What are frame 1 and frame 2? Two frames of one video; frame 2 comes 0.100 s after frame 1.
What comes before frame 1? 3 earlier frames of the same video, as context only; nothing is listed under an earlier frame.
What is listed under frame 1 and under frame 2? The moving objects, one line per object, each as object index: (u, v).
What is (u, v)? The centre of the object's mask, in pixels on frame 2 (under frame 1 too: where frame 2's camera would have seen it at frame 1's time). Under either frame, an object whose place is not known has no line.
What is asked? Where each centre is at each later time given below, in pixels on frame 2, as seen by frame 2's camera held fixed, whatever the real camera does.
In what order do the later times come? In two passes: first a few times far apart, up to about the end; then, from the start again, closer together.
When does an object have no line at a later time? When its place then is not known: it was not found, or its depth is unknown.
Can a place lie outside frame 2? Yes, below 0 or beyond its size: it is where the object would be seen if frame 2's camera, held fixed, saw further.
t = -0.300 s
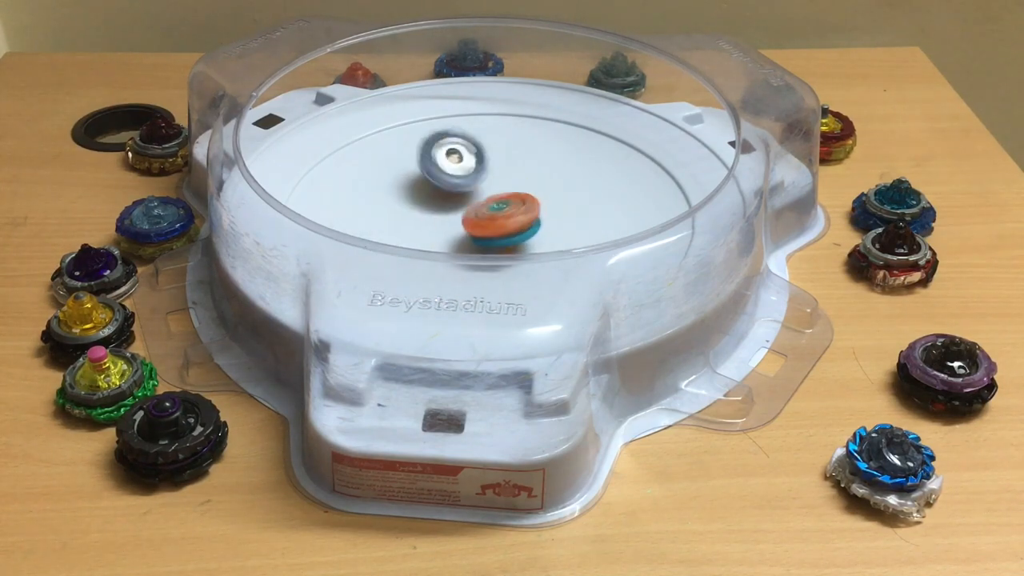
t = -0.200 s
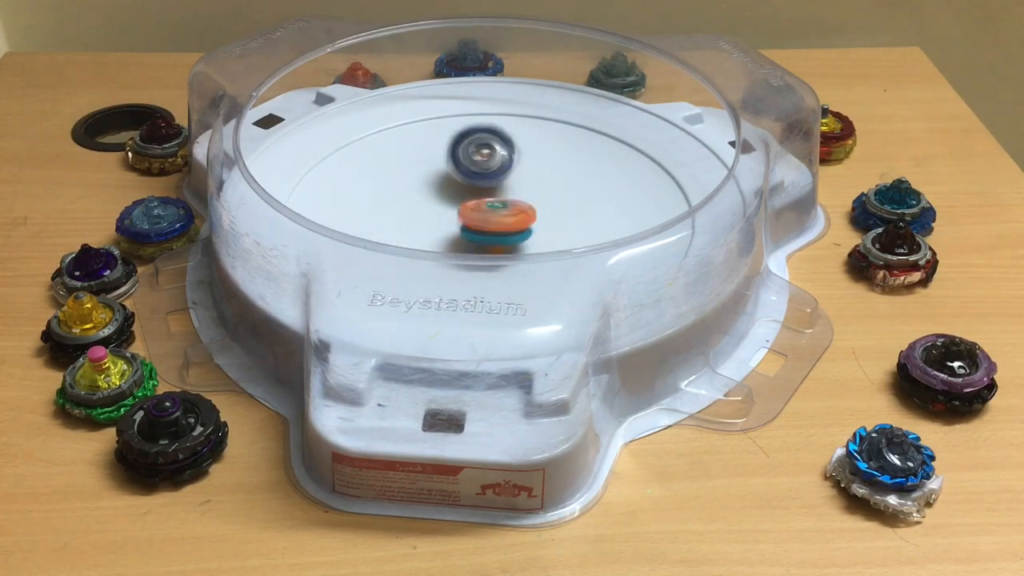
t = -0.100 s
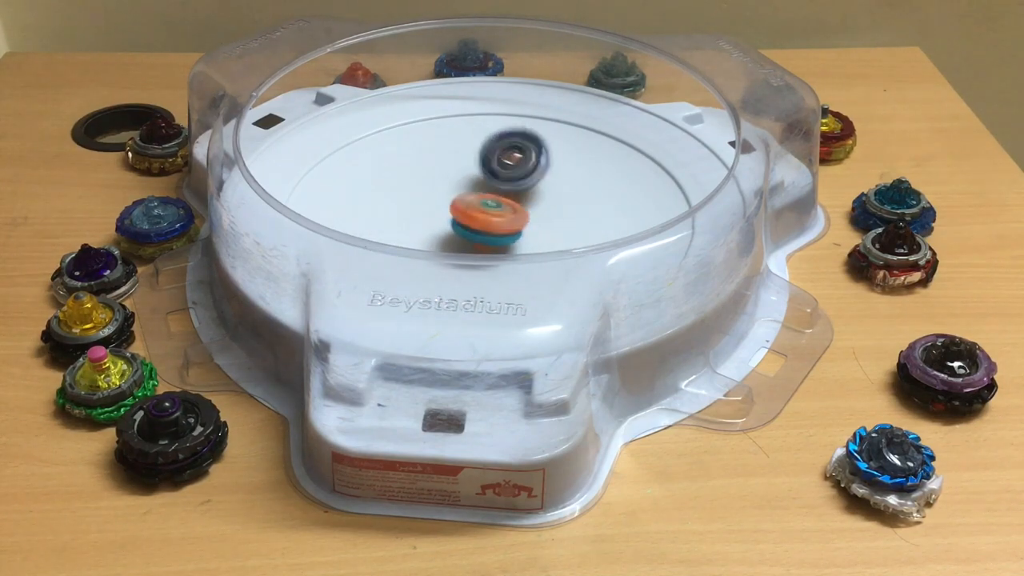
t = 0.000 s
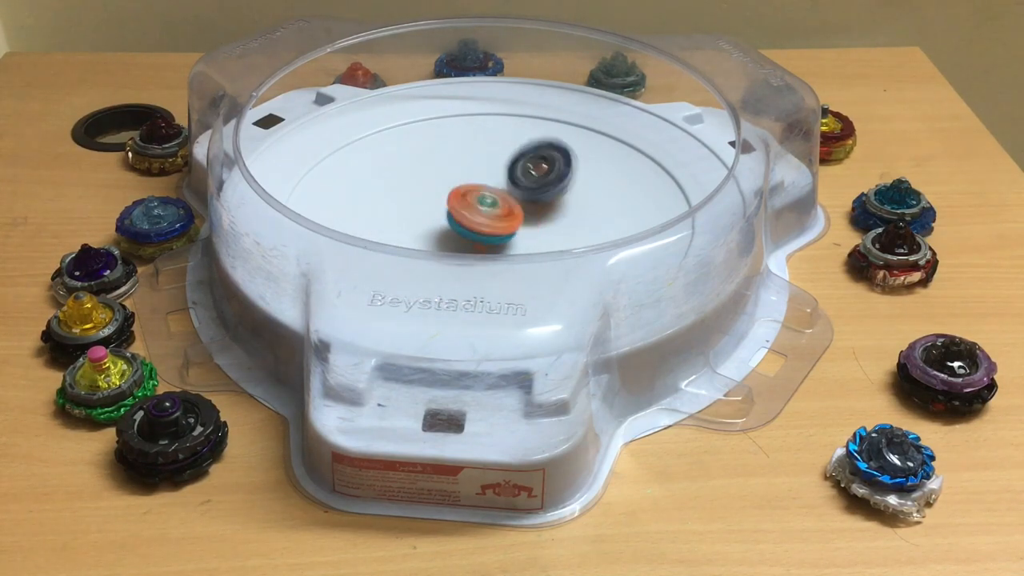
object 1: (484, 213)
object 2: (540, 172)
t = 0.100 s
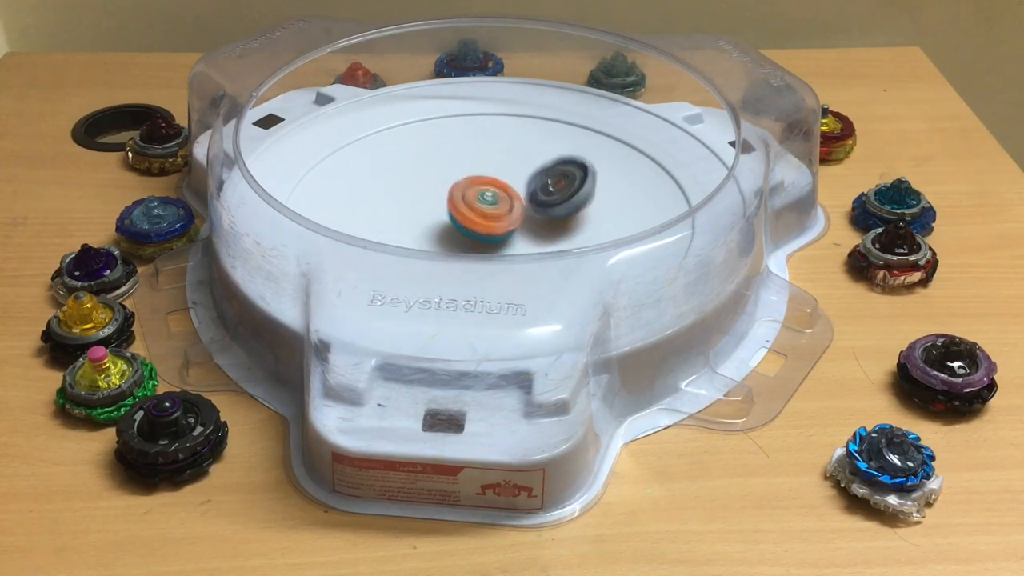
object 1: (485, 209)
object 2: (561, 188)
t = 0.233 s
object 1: (485, 202)
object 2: (574, 216)
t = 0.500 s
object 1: (489, 207)
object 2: (520, 267)
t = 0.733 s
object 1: (482, 207)
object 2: (431, 252)
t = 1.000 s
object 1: (486, 206)
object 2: (395, 205)
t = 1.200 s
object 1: (500, 218)
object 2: (413, 175)
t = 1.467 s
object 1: (478, 225)
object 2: (493, 175)
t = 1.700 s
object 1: (457, 217)
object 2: (545, 205)
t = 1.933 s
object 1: (469, 204)
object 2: (531, 236)
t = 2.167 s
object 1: (493, 206)
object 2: (475, 244)
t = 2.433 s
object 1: (525, 220)
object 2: (428, 226)
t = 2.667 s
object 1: (544, 223)
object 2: (465, 216)
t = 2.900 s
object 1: (538, 223)
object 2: (472, 211)
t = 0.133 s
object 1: (486, 208)
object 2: (565, 193)
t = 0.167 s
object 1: (484, 206)
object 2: (571, 201)
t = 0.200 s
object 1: (483, 204)
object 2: (573, 208)
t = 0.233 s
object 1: (485, 202)
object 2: (574, 216)
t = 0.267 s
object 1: (488, 203)
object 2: (573, 221)
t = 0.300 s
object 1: (490, 205)
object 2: (570, 226)
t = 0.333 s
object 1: (489, 206)
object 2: (565, 231)
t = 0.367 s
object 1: (489, 205)
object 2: (562, 234)
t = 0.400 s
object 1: (490, 205)
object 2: (553, 239)
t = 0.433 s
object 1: (490, 206)
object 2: (542, 262)
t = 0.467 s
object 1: (489, 207)
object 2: (533, 263)
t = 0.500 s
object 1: (489, 207)
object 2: (520, 267)
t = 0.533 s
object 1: (488, 207)
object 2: (509, 267)
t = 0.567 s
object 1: (487, 208)
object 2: (494, 268)
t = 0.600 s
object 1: (486, 208)
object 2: (479, 269)
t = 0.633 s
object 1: (484, 209)
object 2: (464, 267)
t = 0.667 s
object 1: (483, 208)
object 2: (452, 265)
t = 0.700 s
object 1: (482, 208)
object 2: (441, 262)
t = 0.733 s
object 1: (482, 207)
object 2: (431, 252)
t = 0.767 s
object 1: (480, 207)
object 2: (423, 250)
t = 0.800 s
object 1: (479, 206)
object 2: (415, 239)
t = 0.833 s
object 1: (478, 205)
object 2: (412, 229)
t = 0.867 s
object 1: (478, 205)
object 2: (407, 225)
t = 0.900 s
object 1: (479, 205)
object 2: (406, 220)
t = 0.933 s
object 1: (480, 205)
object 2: (403, 216)
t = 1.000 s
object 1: (486, 206)
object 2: (395, 205)
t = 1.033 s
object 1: (492, 208)
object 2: (392, 197)
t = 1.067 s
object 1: (493, 212)
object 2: (393, 192)
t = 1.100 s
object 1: (494, 214)
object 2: (395, 187)
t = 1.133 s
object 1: (497, 215)
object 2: (400, 182)
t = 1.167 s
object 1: (500, 217)
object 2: (406, 178)
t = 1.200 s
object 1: (500, 218)
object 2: (413, 175)
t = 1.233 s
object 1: (498, 222)
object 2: (422, 173)
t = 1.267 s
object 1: (496, 224)
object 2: (430, 171)
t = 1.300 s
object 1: (493, 226)
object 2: (441, 171)
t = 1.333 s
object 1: (491, 227)
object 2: (453, 170)
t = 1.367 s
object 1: (487, 227)
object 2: (463, 171)
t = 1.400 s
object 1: (484, 228)
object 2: (473, 173)
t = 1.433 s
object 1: (481, 226)
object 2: (483, 174)
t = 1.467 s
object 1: (478, 225)
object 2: (493, 175)
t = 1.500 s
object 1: (474, 224)
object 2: (504, 179)
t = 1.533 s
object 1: (465, 225)
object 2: (517, 183)
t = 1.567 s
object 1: (461, 226)
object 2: (528, 186)
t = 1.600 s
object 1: (459, 225)
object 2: (538, 188)
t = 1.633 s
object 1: (458, 221)
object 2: (543, 193)
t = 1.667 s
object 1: (457, 219)
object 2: (545, 199)
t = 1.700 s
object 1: (457, 217)
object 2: (545, 205)
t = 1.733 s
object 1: (458, 216)
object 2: (542, 214)
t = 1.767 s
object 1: (461, 215)
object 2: (539, 221)
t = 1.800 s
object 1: (460, 211)
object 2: (539, 224)
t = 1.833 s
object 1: (462, 210)
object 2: (536, 228)
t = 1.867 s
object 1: (463, 209)
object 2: (532, 231)
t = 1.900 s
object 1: (463, 205)
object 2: (531, 235)
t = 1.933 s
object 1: (469, 204)
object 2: (531, 236)
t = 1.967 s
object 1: (474, 204)
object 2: (518, 255)
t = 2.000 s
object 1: (478, 205)
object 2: (512, 265)
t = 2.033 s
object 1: (479, 206)
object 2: (508, 265)
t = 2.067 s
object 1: (481, 206)
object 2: (497, 264)
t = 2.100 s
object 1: (483, 206)
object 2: (493, 246)
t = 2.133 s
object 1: (487, 206)
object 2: (484, 245)
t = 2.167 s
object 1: (493, 206)
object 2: (475, 244)
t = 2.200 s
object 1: (497, 209)
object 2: (469, 242)
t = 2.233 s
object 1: (504, 210)
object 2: (458, 241)
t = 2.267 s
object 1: (510, 212)
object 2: (443, 240)
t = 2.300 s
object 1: (516, 212)
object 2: (437, 239)
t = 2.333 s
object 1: (519, 213)
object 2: (431, 236)
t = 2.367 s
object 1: (521, 215)
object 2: (427, 231)
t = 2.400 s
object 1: (522, 218)
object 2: (428, 229)
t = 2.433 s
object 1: (525, 220)
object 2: (428, 226)
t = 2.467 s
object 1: (527, 221)
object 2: (429, 222)
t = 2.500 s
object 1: (530, 223)
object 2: (433, 220)
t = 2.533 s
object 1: (533, 223)
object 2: (435, 218)
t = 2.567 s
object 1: (537, 223)
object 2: (441, 217)
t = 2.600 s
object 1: (540, 223)
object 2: (448, 214)
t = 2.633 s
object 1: (543, 223)
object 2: (456, 215)
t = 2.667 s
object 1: (544, 223)
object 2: (465, 216)
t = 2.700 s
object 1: (544, 223)
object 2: (472, 215)
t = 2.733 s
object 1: (543, 223)
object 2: (477, 213)
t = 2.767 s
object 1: (542, 223)
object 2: (479, 211)
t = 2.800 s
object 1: (542, 223)
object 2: (478, 211)
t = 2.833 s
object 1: (542, 223)
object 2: (475, 211)
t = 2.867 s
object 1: (540, 223)
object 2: (473, 211)
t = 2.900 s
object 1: (538, 223)
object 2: (472, 211)
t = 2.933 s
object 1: (536, 223)
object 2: (471, 211)
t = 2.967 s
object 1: (534, 223)
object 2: (470, 211)
